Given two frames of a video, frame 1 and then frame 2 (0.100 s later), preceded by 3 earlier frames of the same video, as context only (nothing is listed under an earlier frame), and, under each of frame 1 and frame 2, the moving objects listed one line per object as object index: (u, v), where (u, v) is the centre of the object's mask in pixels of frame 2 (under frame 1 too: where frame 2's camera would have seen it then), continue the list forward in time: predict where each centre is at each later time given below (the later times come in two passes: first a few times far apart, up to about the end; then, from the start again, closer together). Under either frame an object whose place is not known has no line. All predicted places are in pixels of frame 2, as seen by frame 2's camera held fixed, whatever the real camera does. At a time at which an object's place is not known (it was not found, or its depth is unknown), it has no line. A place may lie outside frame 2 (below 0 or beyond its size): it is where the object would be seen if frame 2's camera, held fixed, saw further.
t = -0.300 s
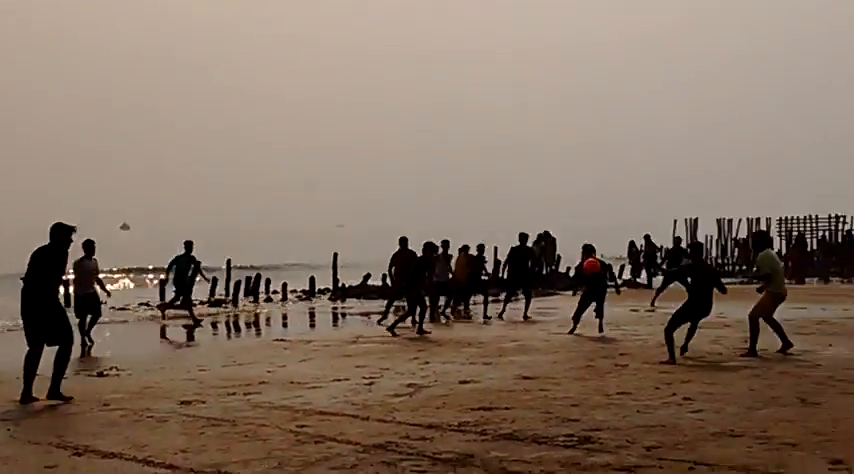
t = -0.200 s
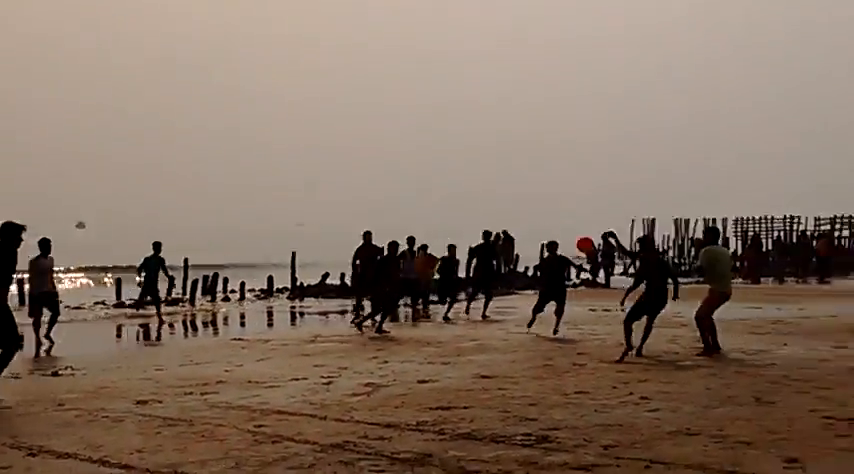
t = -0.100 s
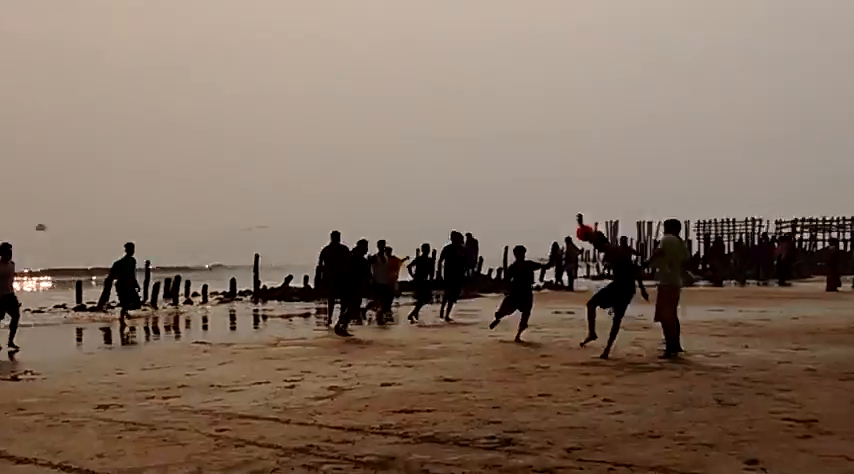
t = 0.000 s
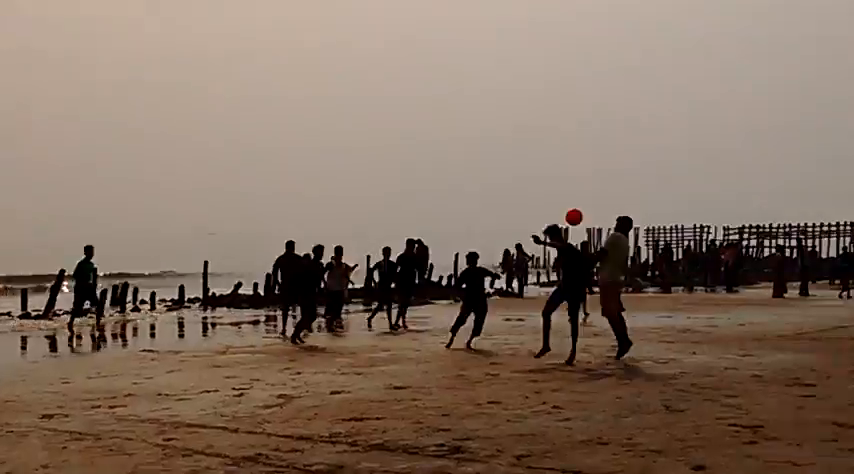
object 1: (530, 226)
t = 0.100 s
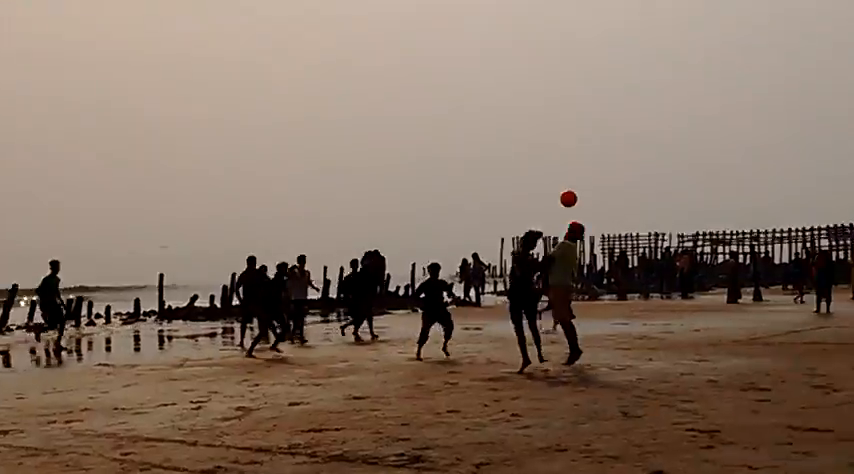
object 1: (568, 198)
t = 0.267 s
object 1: (630, 170)
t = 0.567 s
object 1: (735, 176)
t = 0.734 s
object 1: (789, 208)
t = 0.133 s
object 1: (581, 190)
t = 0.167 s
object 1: (593, 184)
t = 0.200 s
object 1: (605, 178)
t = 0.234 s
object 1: (618, 173)
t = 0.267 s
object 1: (630, 170)
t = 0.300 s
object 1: (642, 167)
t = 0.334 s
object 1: (655, 165)
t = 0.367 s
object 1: (667, 164)
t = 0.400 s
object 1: (678, 164)
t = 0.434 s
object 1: (690, 164)
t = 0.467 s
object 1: (702, 166)
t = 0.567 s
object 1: (735, 176)
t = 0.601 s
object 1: (746, 181)
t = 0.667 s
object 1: (768, 193)
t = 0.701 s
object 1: (778, 200)
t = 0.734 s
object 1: (789, 208)
